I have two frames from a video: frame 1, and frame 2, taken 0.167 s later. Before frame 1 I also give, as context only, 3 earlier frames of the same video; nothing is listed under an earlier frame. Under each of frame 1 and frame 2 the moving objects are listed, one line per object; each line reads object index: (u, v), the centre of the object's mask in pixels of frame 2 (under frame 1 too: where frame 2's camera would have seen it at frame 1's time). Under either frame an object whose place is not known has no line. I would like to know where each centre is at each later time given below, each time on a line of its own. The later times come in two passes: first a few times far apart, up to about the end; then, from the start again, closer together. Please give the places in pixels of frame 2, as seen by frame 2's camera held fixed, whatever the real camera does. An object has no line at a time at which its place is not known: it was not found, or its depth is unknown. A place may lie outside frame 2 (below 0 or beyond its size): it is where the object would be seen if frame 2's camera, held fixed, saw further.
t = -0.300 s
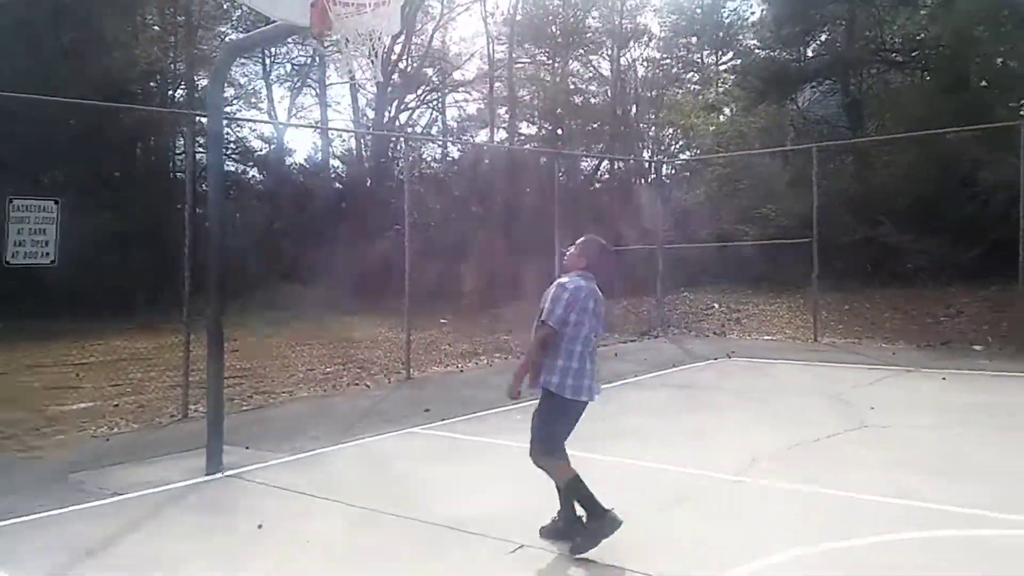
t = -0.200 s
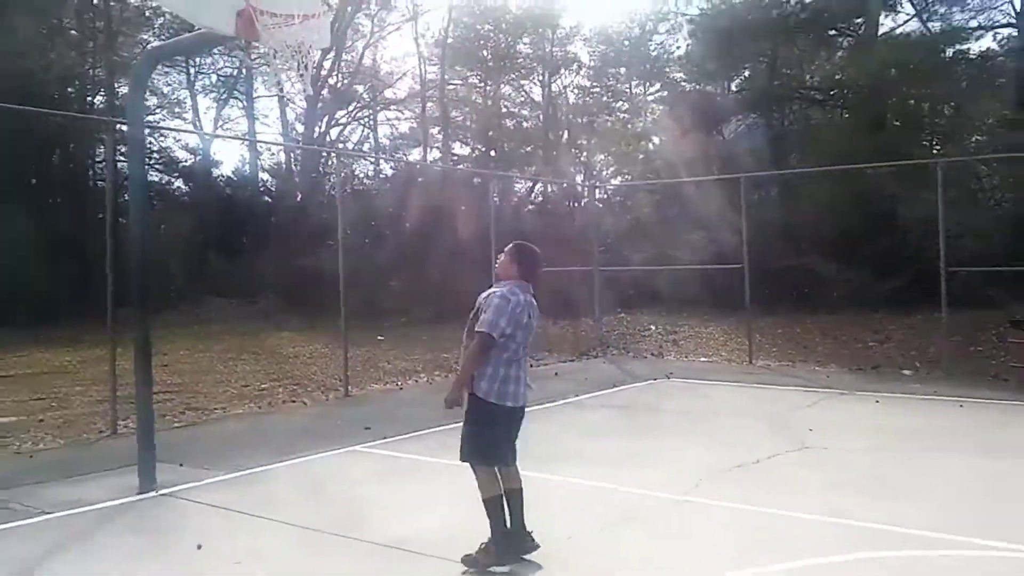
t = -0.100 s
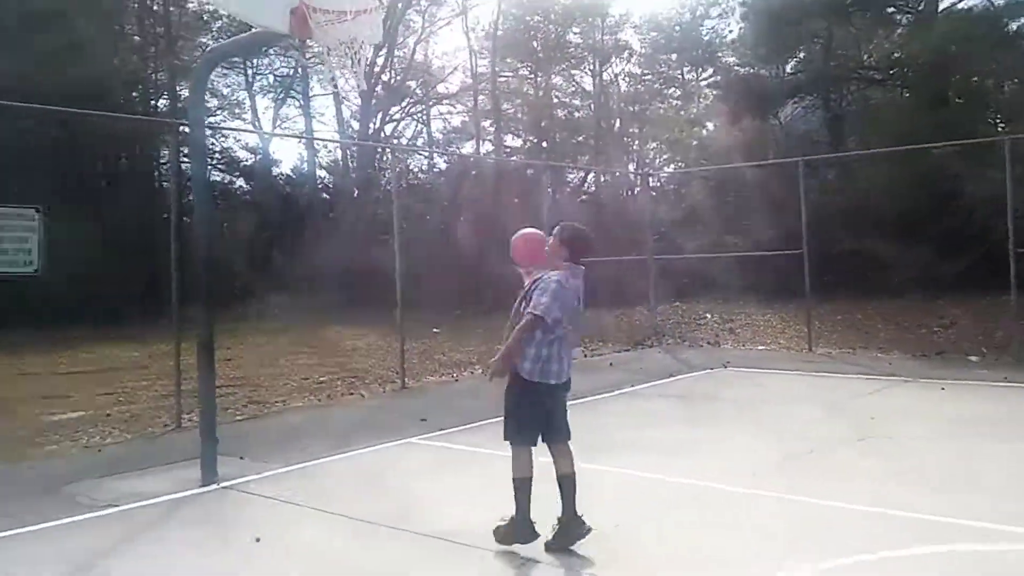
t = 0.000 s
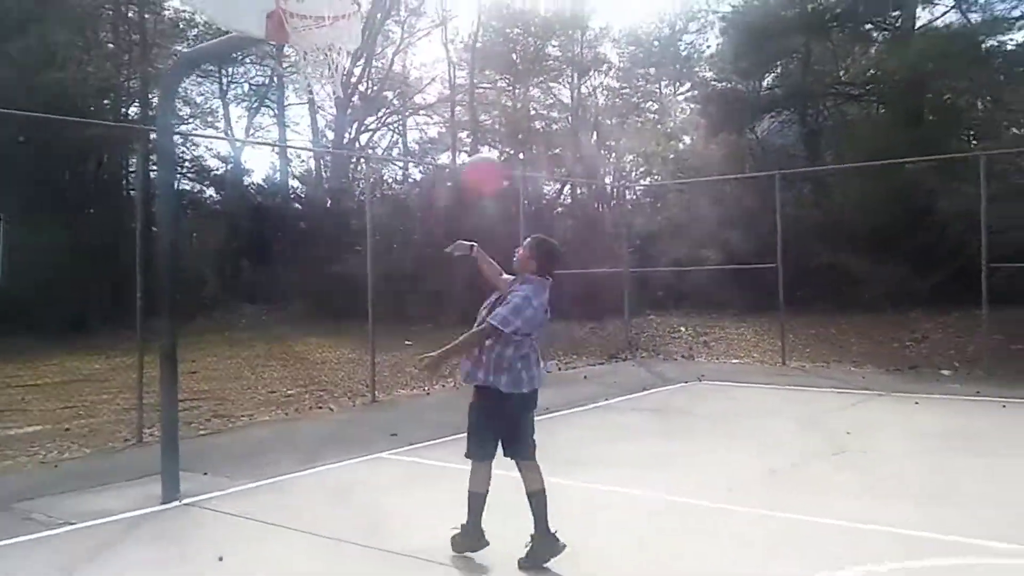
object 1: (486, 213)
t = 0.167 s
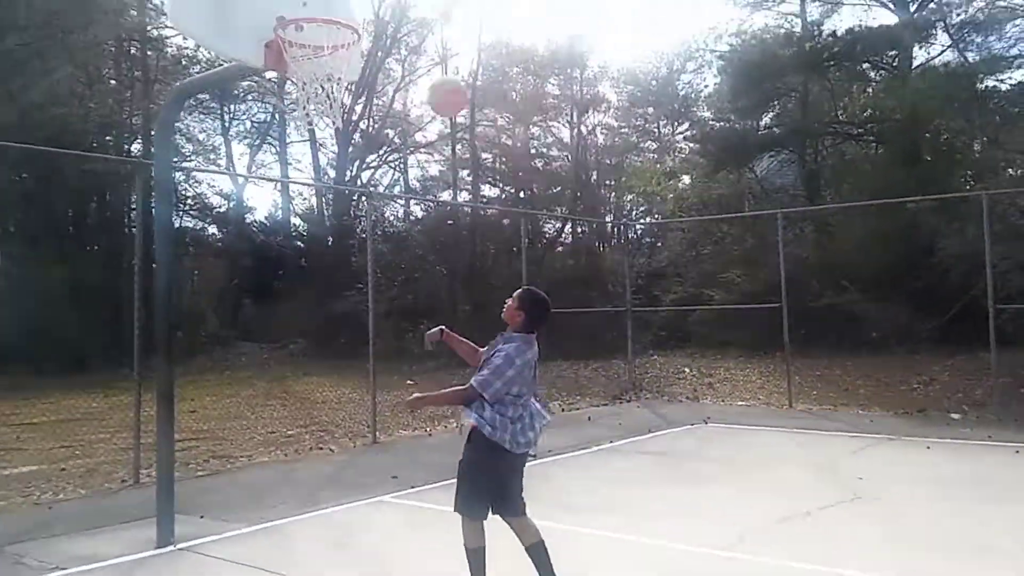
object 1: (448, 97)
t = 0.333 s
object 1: (414, 35)
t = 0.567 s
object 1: (357, 21)
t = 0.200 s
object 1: (437, 83)
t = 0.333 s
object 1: (414, 35)
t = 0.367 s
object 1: (408, 35)
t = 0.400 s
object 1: (403, 32)
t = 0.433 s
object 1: (395, 22)
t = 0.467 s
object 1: (388, 23)
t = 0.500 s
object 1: (377, 19)
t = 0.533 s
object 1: (363, 19)
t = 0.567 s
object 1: (357, 21)
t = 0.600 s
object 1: (357, 22)
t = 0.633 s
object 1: (352, 24)
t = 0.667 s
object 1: (349, 22)
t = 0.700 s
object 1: (350, 21)
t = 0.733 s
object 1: (355, 21)
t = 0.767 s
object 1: (351, 24)
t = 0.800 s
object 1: (366, 26)
